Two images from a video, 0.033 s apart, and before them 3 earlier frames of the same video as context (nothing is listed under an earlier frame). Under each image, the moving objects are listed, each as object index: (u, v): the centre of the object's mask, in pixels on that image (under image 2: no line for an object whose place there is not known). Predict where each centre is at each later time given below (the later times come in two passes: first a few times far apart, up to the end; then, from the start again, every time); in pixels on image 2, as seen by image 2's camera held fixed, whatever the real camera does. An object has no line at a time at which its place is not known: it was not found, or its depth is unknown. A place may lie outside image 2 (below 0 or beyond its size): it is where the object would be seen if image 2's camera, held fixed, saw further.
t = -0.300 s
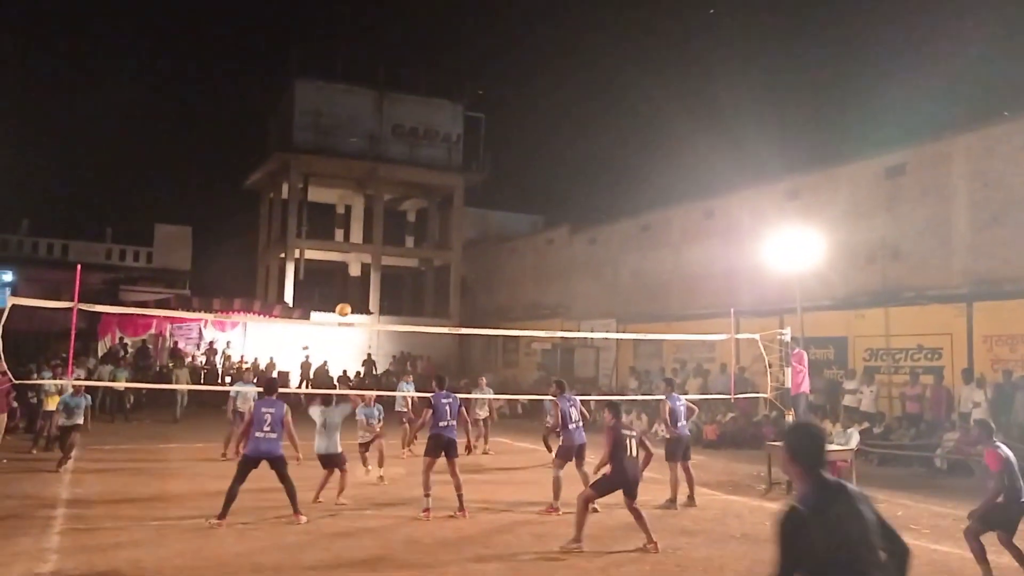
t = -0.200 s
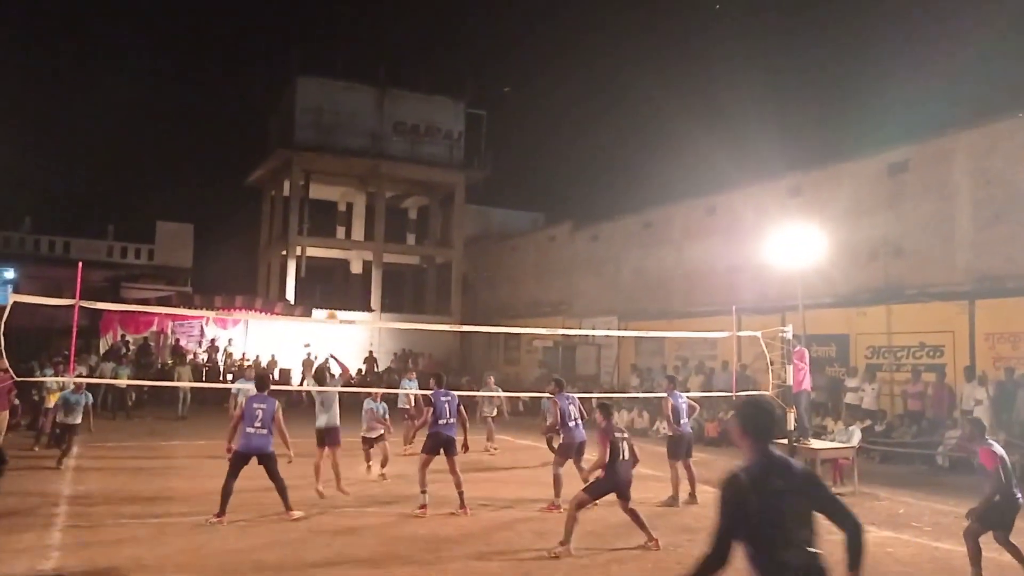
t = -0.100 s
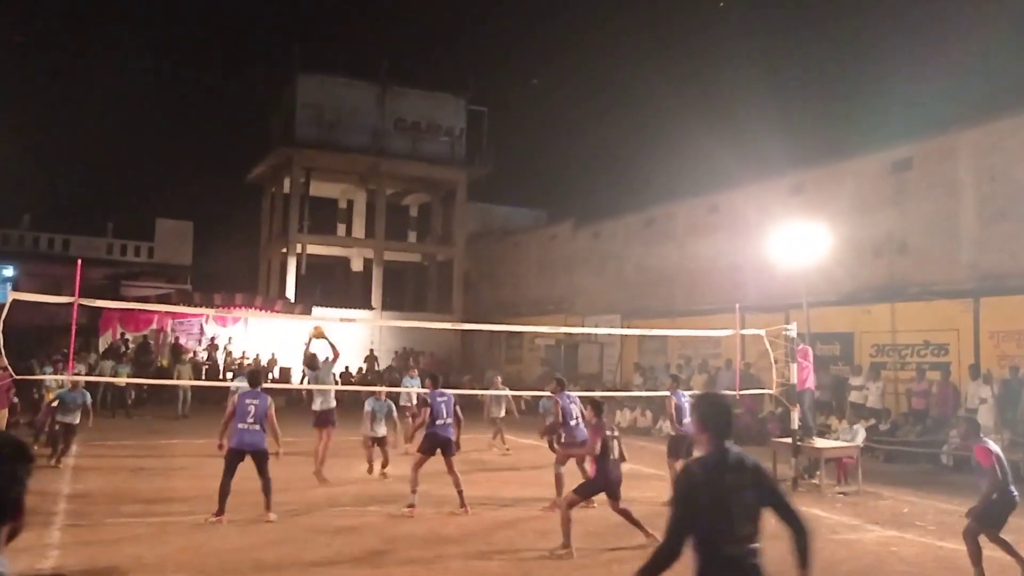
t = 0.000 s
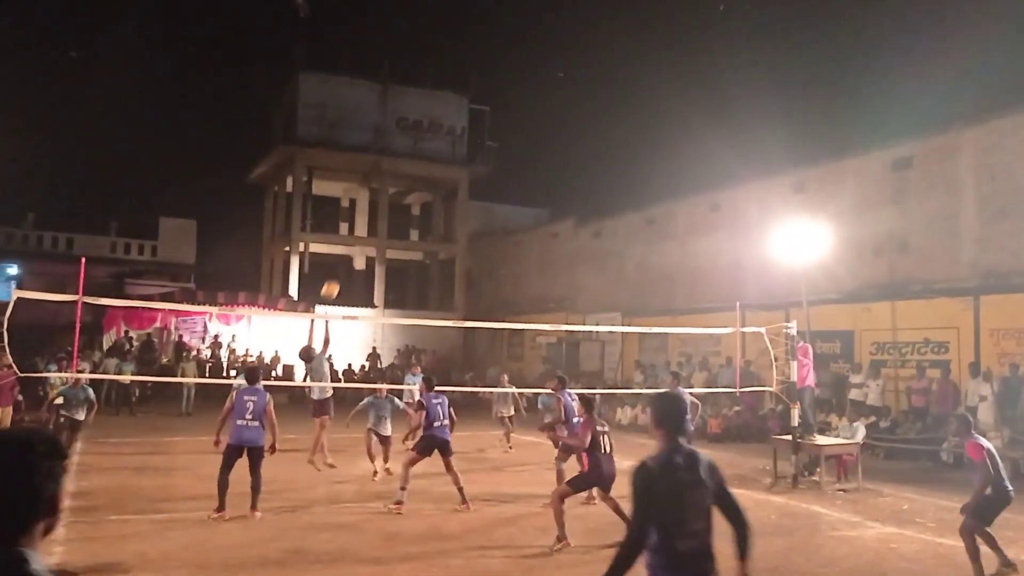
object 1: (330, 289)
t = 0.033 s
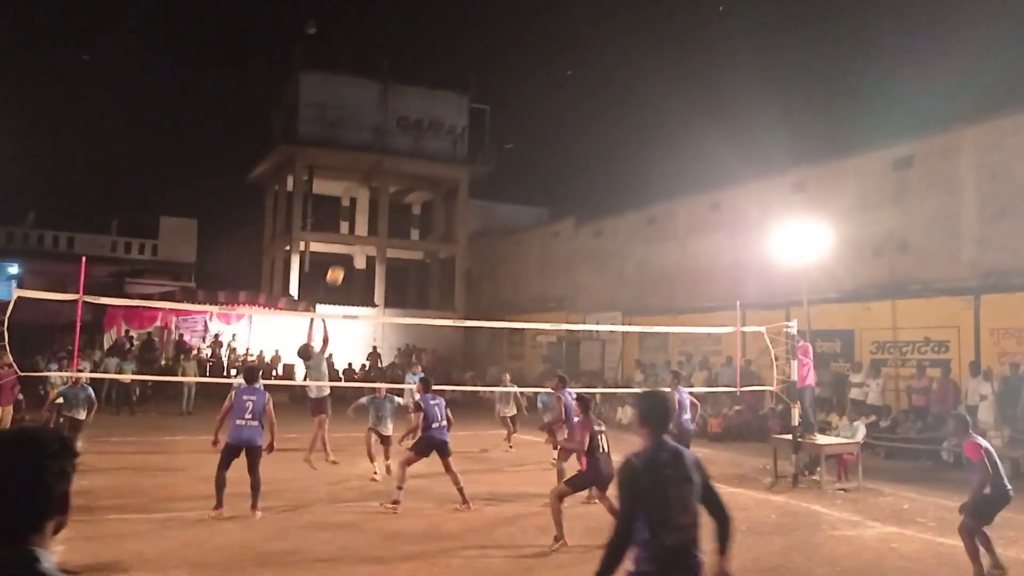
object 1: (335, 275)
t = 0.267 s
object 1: (365, 204)
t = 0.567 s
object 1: (399, 170)
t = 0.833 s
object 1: (428, 191)
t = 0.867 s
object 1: (431, 196)
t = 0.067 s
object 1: (339, 263)
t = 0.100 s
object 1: (344, 251)
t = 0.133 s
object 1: (348, 239)
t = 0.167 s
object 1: (352, 229)
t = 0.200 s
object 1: (356, 220)
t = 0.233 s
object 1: (360, 211)
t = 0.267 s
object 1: (365, 204)
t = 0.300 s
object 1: (369, 197)
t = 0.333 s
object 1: (373, 191)
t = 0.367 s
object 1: (377, 186)
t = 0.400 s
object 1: (381, 181)
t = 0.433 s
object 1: (384, 177)
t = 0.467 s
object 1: (387, 174)
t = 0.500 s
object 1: (392, 172)
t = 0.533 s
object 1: (395, 171)
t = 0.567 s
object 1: (399, 170)
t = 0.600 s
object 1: (402, 170)
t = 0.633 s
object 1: (406, 171)
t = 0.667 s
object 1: (410, 172)
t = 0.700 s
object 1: (413, 174)
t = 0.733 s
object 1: (417, 177)
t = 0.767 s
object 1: (421, 181)
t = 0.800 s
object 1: (424, 185)
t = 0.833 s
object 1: (428, 191)
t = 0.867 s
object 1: (431, 196)
